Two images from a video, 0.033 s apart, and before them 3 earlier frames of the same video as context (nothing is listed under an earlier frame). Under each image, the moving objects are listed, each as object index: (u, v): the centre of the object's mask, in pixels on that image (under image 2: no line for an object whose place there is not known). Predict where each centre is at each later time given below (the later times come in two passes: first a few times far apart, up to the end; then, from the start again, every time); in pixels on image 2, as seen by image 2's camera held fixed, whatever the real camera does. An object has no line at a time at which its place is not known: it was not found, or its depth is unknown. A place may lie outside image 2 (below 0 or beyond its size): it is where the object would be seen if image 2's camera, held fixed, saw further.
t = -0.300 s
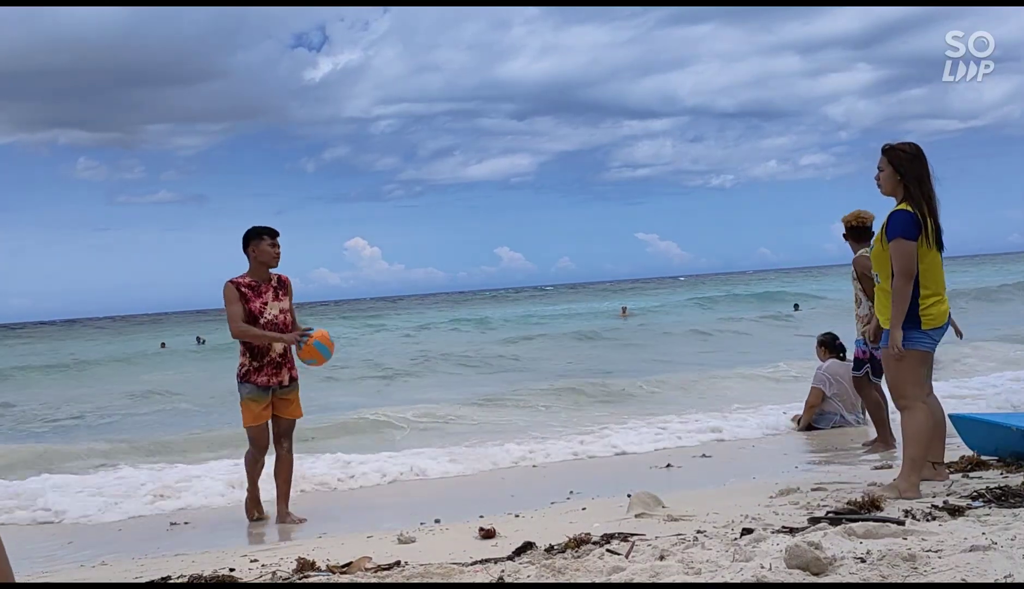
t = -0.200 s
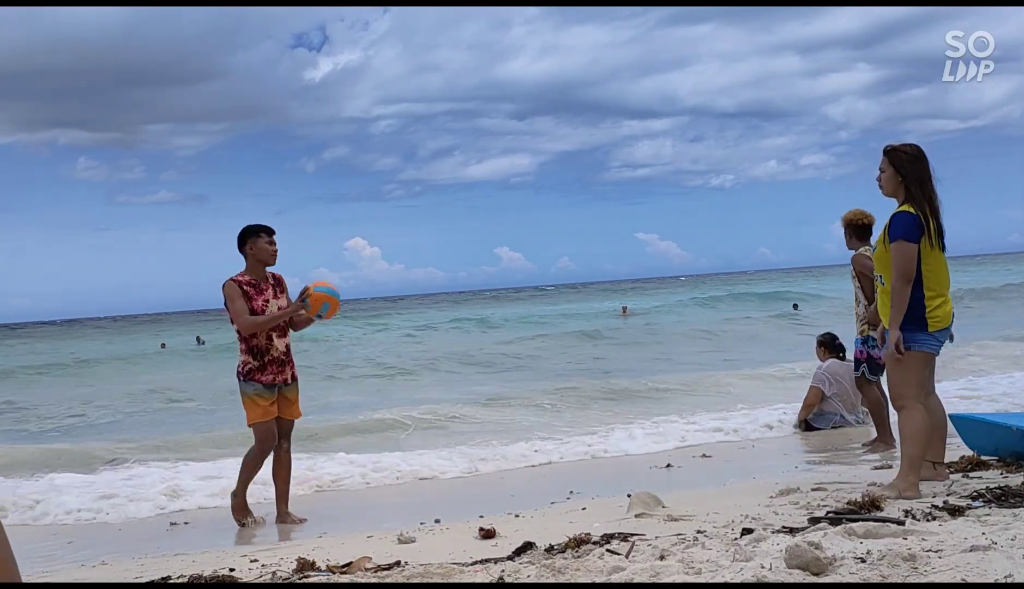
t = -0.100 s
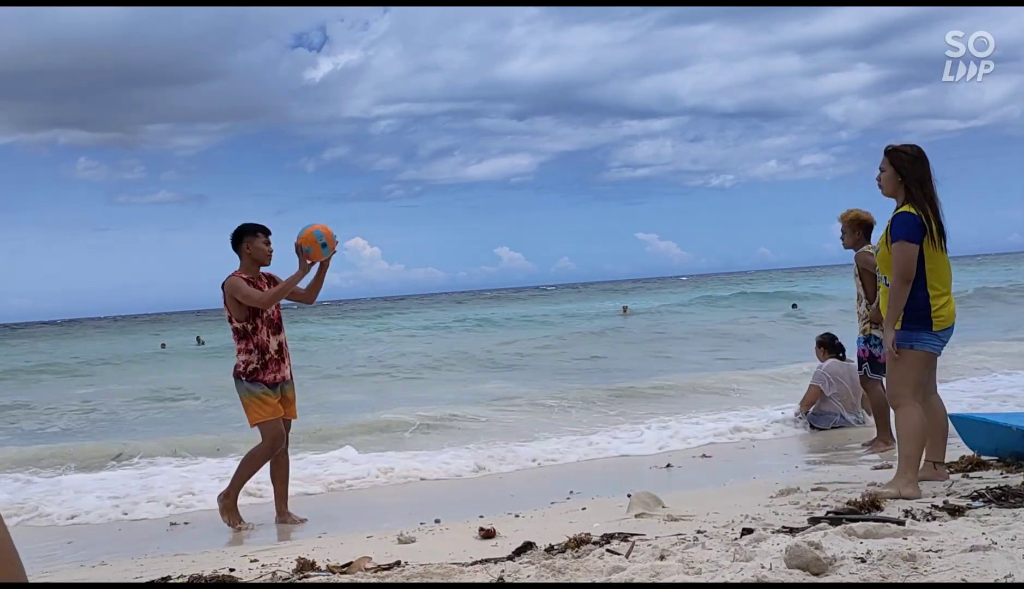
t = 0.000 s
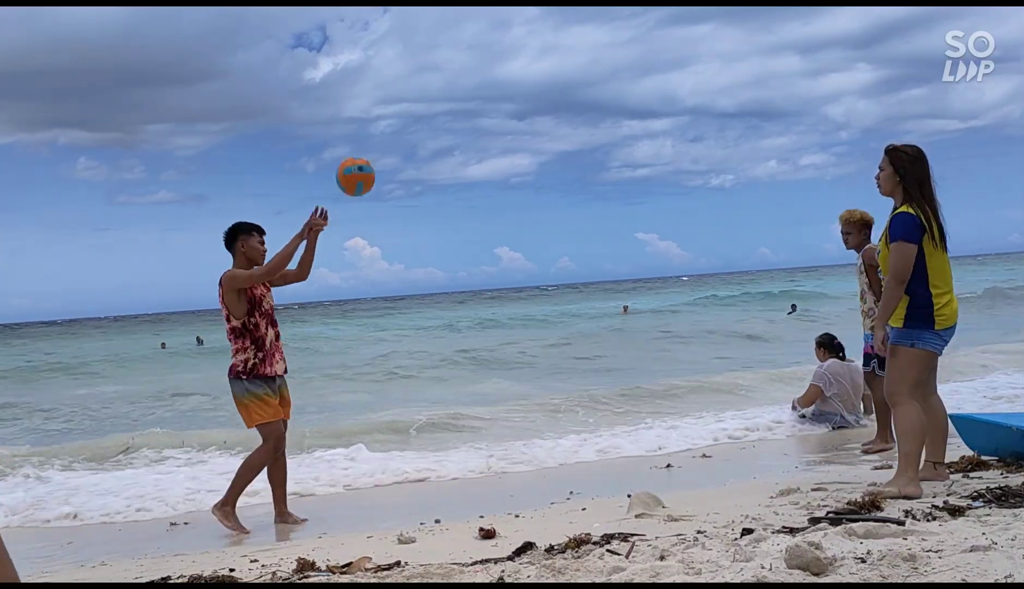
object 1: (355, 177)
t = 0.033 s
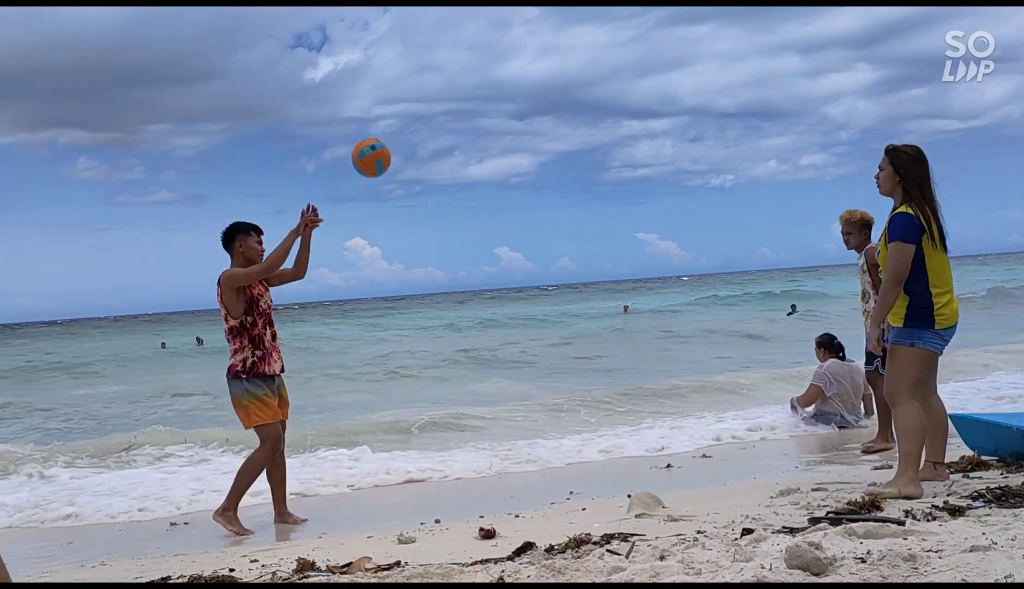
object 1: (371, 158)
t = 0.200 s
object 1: (454, 92)
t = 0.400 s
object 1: (562, 82)
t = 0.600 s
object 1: (681, 148)
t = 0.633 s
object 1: (702, 166)
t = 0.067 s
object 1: (387, 141)
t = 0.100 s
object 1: (403, 125)
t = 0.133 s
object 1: (420, 113)
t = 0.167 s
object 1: (437, 101)
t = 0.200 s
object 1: (454, 92)
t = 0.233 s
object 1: (471, 85)
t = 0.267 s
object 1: (488, 80)
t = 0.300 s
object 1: (506, 78)
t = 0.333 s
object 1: (524, 77)
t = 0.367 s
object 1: (543, 78)
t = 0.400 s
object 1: (562, 82)
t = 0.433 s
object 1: (581, 88)
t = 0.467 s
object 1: (600, 95)
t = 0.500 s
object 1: (620, 105)
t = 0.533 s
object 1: (640, 117)
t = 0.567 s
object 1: (660, 132)
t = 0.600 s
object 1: (681, 148)
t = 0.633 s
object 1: (702, 166)
